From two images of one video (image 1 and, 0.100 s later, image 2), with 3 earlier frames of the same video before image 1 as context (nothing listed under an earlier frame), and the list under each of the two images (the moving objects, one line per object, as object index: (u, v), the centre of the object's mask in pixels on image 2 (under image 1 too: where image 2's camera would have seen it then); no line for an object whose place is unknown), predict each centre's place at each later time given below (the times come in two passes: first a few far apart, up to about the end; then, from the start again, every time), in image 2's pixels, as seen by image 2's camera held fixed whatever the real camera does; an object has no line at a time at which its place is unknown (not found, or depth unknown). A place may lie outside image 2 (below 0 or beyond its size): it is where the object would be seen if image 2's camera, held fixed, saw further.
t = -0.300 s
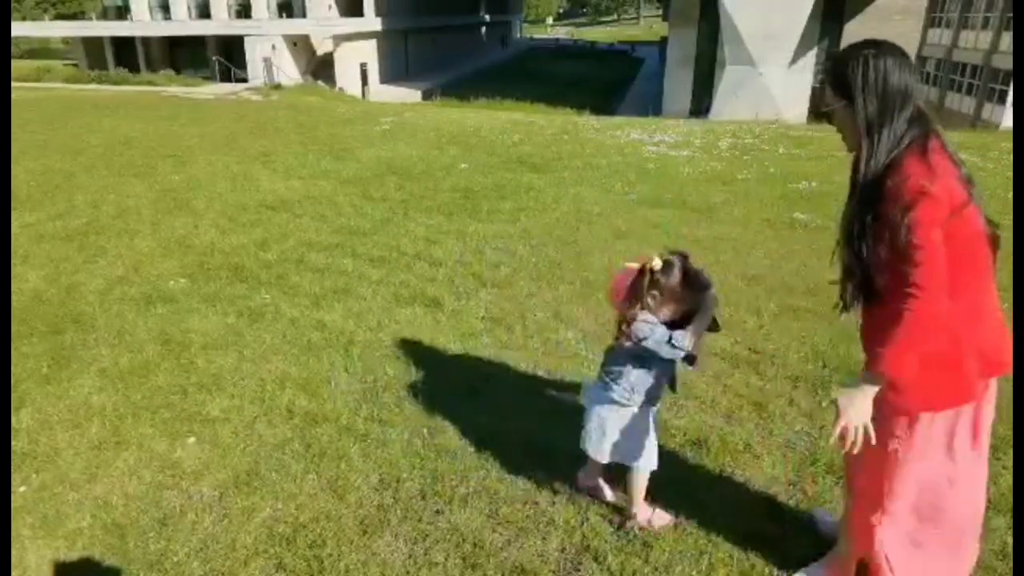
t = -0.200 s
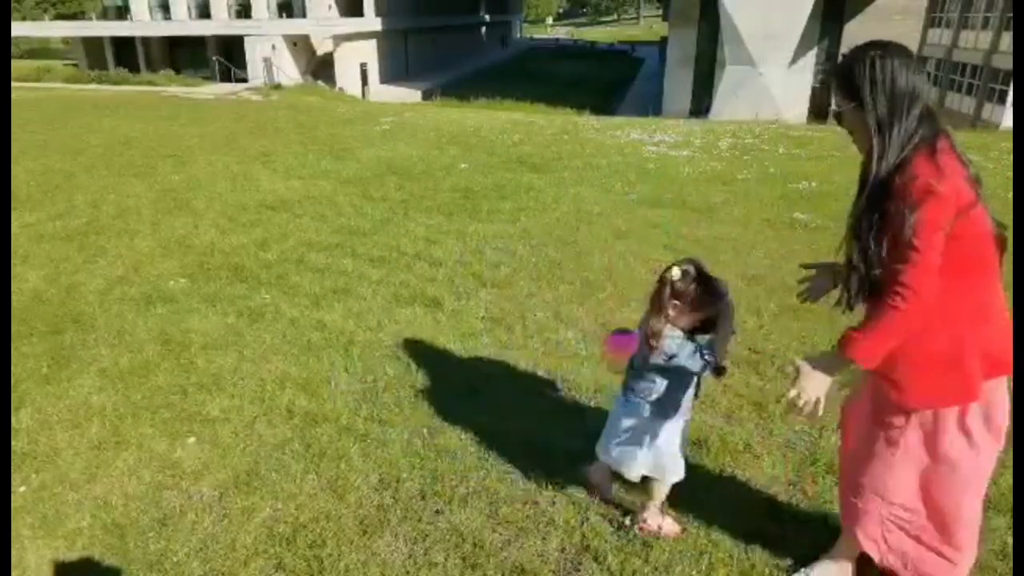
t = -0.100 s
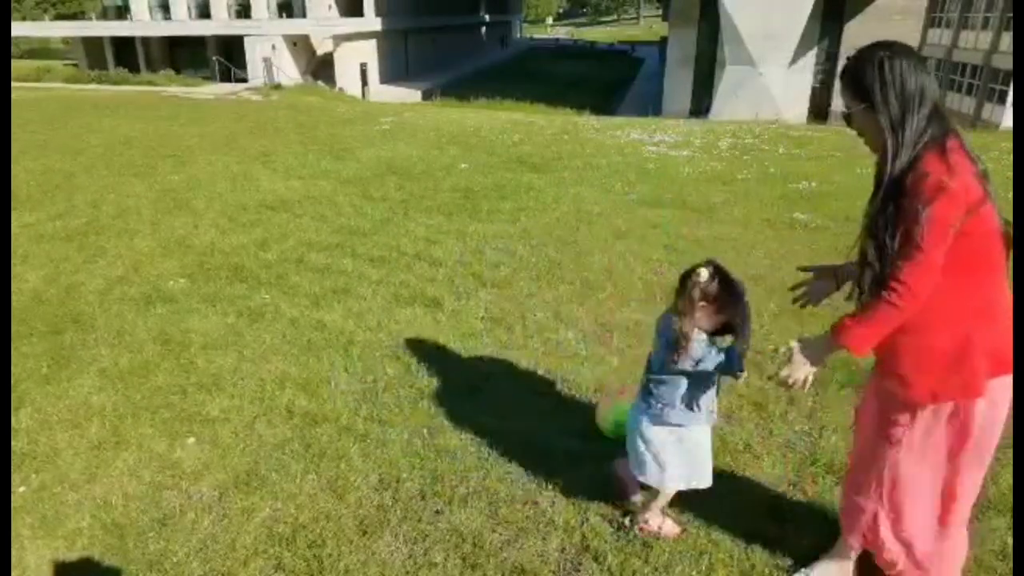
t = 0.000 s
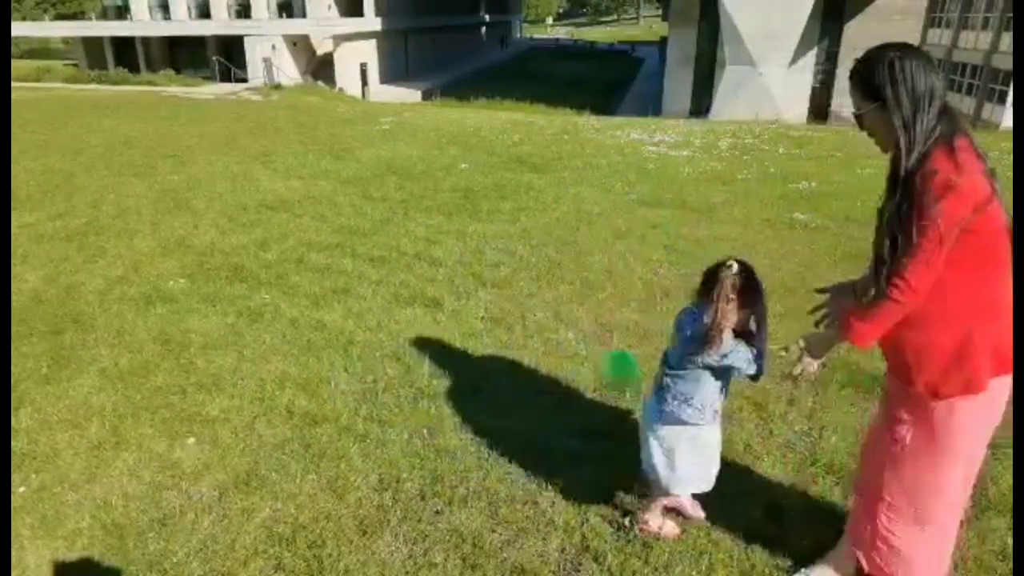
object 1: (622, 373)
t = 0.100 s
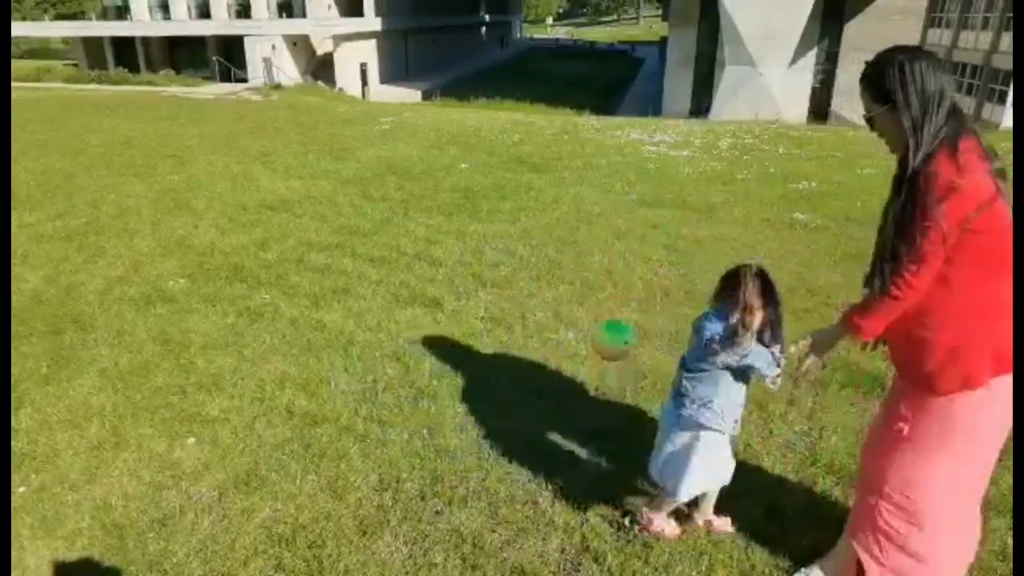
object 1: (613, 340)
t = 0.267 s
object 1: (609, 335)
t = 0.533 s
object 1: (598, 355)
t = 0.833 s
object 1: (589, 357)
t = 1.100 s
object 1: (587, 349)
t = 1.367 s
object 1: (587, 345)
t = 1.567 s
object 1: (587, 346)
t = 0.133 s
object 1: (613, 335)
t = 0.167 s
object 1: (612, 333)
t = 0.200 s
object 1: (611, 332)
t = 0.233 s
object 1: (610, 333)
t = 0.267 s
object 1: (609, 335)
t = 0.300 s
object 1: (607, 345)
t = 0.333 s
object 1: (606, 350)
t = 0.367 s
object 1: (604, 357)
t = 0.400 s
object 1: (606, 365)
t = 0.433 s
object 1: (600, 372)
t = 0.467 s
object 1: (600, 365)
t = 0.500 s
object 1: (599, 359)
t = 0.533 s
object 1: (598, 355)
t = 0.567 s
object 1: (596, 353)
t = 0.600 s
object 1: (596, 353)
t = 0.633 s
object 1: (596, 354)
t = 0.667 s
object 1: (594, 356)
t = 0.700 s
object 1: (594, 361)
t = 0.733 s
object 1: (592, 361)
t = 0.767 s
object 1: (590, 359)
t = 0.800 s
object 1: (590, 358)
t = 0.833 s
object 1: (589, 357)
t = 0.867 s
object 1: (588, 356)
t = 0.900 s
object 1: (589, 355)
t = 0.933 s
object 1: (588, 354)
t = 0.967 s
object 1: (588, 352)
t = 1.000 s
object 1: (588, 352)
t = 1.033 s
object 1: (588, 350)
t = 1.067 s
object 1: (588, 350)
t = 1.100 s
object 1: (587, 349)
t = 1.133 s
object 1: (587, 349)
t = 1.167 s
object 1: (587, 348)
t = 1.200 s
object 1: (587, 348)
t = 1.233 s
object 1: (587, 347)
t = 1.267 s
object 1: (587, 346)
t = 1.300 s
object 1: (587, 345)
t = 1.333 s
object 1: (587, 346)
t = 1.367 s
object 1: (587, 345)
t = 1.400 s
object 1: (587, 345)
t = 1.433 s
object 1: (587, 345)
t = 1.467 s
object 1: (587, 345)
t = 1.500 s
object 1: (587, 345)
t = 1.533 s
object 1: (587, 346)
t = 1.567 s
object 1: (587, 346)
